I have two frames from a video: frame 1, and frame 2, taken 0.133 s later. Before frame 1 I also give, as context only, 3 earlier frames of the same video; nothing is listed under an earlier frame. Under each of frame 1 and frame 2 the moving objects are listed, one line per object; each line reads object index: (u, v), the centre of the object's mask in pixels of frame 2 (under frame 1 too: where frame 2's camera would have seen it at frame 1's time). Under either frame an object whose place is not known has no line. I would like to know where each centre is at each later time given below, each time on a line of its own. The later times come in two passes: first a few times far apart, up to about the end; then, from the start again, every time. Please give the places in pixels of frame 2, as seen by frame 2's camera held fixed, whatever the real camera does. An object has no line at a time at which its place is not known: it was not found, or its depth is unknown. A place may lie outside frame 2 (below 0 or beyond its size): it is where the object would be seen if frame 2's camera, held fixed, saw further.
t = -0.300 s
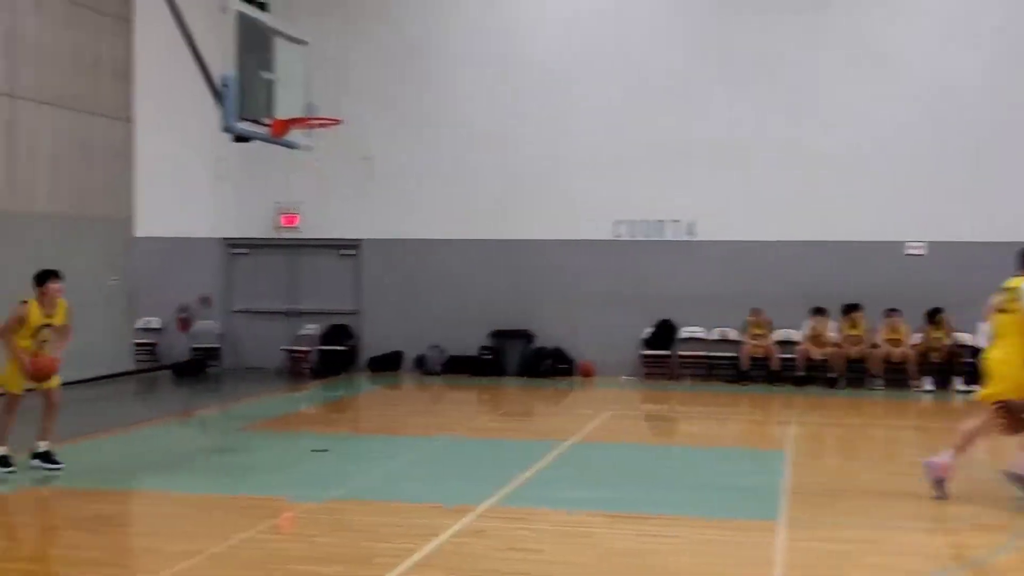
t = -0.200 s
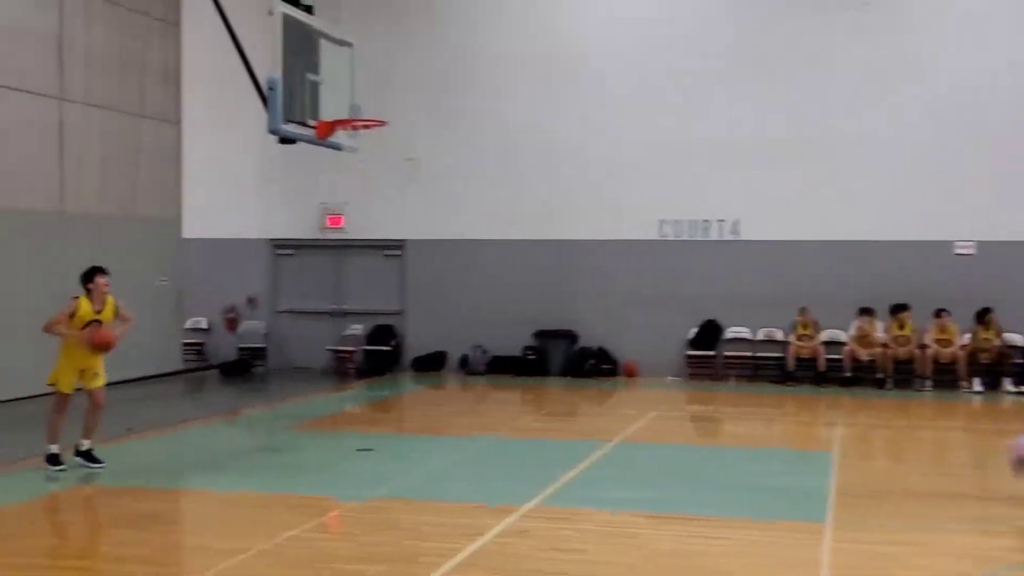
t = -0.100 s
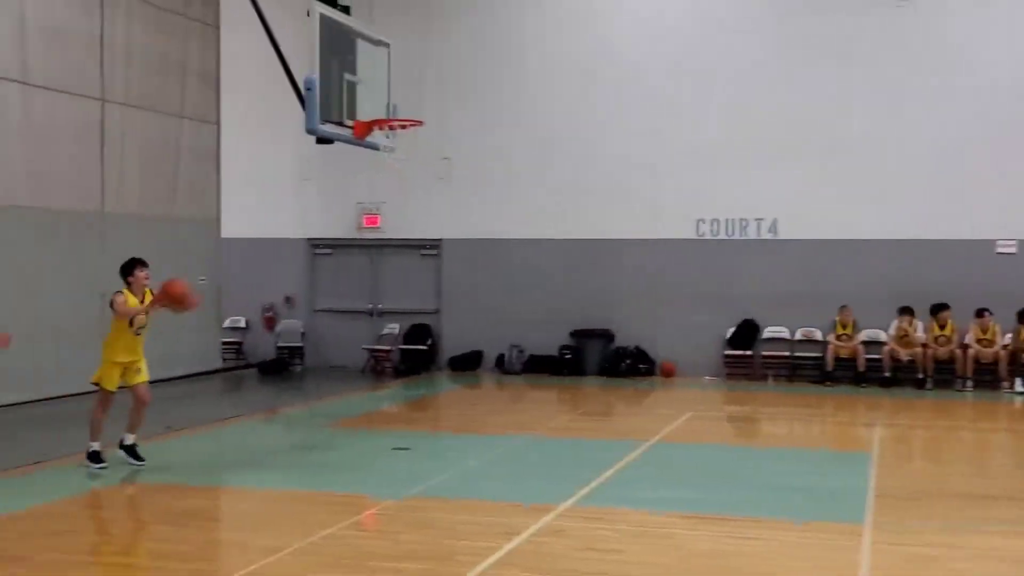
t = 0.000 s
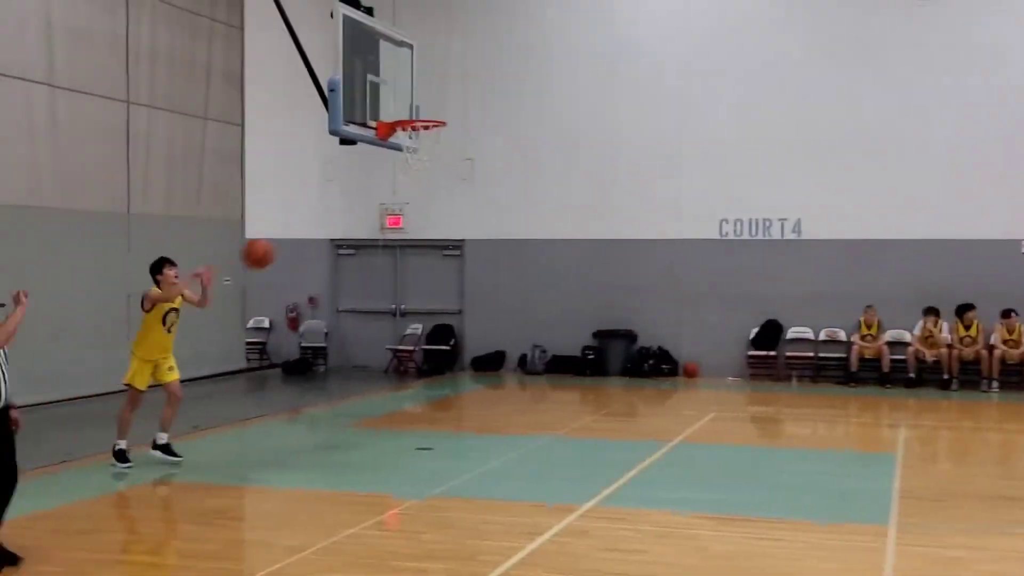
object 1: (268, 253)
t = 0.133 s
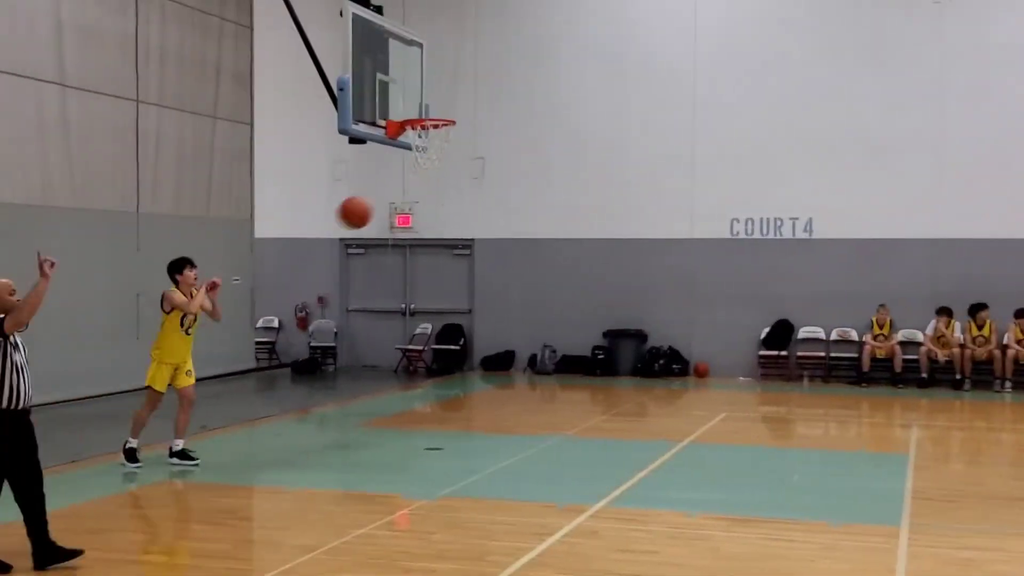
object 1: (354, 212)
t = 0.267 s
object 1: (454, 190)
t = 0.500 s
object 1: (663, 205)
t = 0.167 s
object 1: (379, 205)
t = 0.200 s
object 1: (404, 198)
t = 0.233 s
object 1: (429, 193)
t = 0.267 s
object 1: (454, 190)
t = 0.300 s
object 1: (482, 187)
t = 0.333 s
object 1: (509, 186)
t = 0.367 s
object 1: (537, 187)
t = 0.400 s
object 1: (567, 189)
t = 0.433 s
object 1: (598, 192)
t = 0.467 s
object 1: (629, 198)
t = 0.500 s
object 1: (663, 205)
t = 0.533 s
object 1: (698, 214)
